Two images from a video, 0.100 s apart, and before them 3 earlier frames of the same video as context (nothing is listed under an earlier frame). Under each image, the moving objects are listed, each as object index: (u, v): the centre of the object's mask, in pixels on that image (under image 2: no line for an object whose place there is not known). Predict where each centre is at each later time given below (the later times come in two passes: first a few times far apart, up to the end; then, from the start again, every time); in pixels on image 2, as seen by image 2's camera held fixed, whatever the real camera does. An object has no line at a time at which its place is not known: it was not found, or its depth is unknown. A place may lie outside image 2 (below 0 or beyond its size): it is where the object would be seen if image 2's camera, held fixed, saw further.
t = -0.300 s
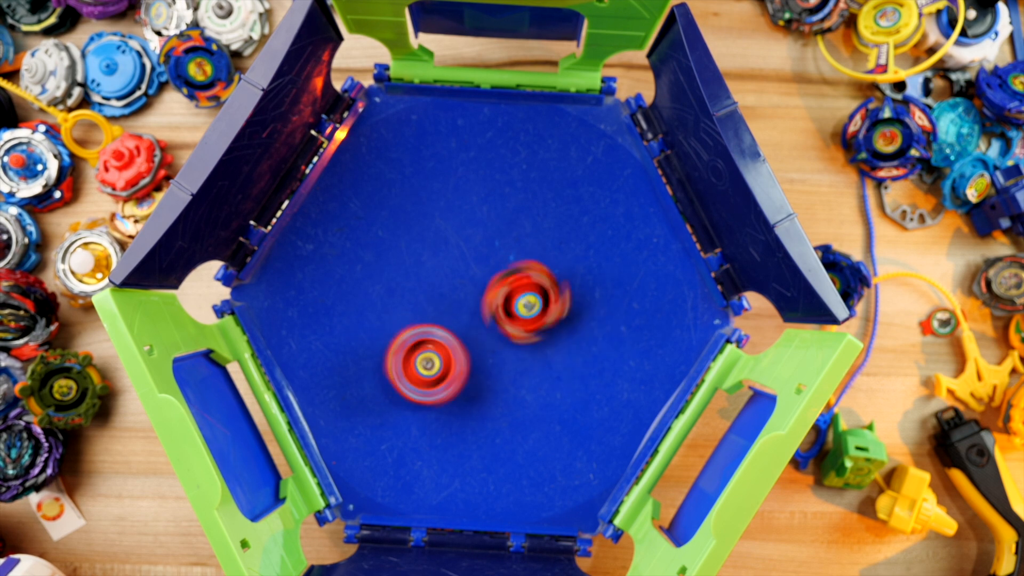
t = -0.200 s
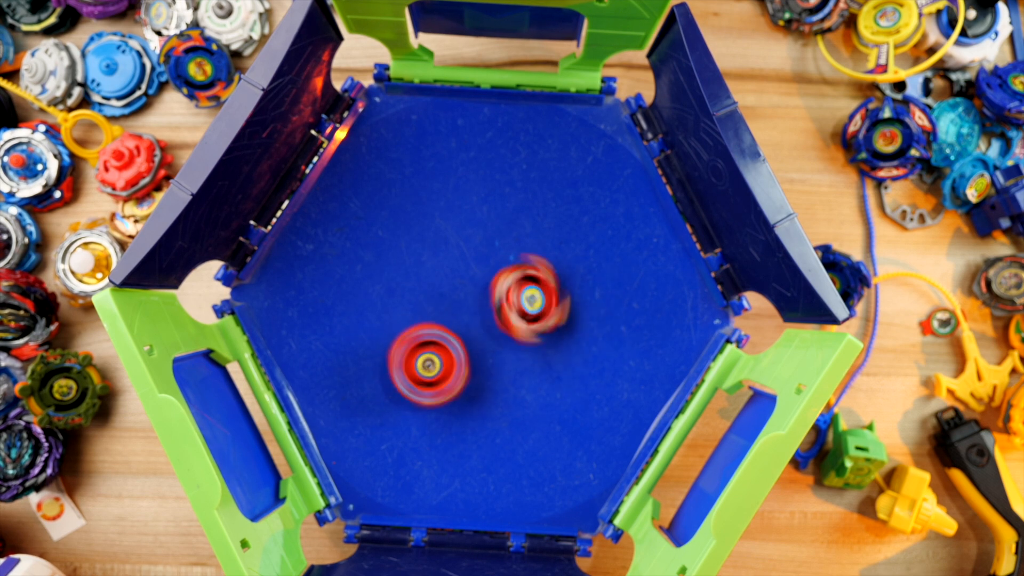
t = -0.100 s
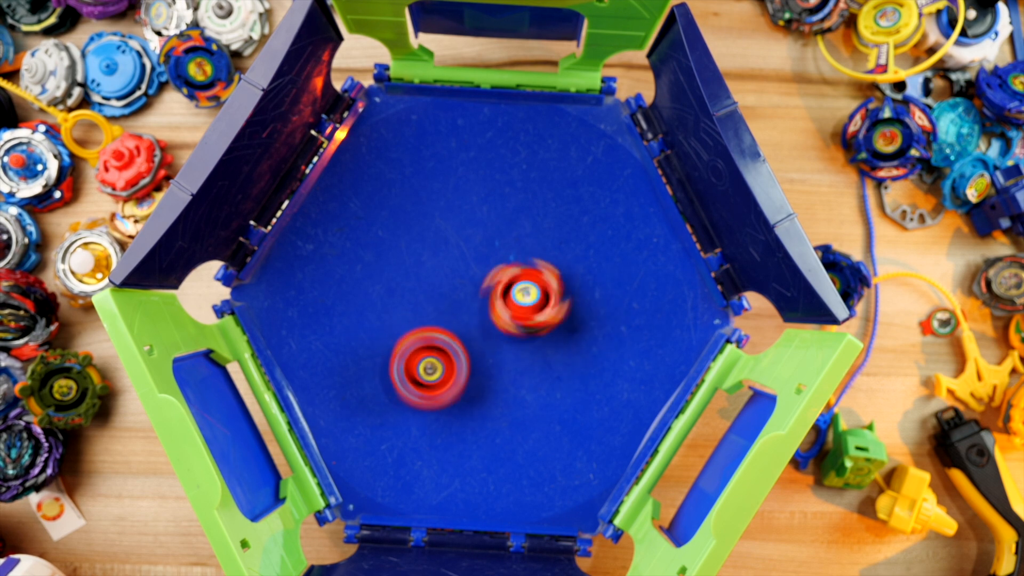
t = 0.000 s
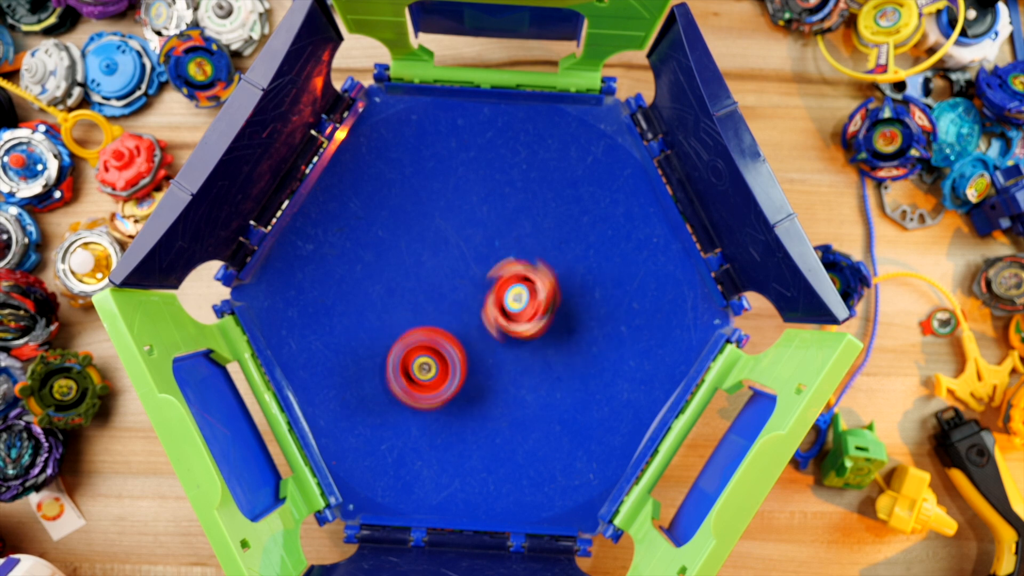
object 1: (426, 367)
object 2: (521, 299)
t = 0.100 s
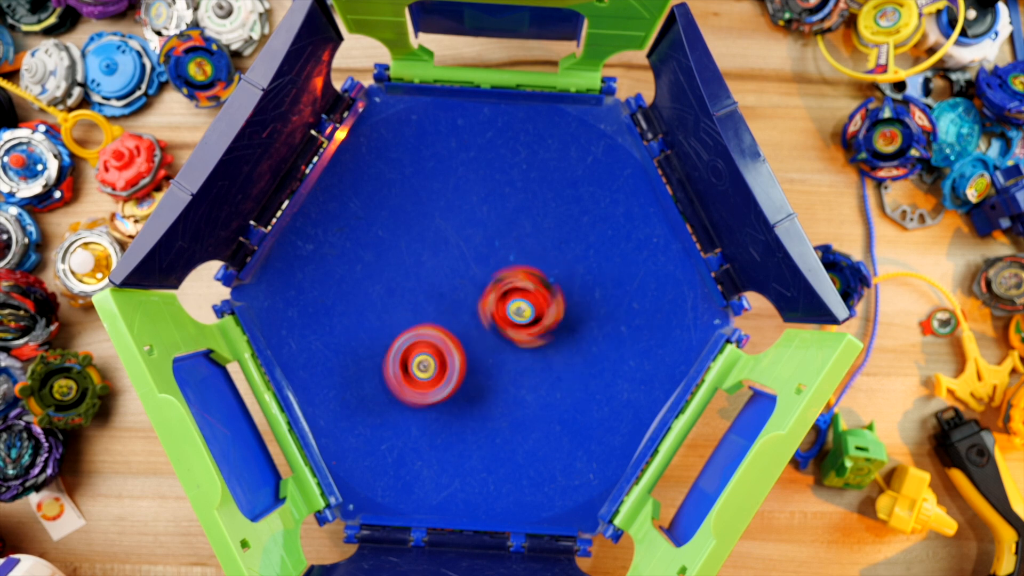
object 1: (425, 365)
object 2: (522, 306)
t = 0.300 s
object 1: (430, 362)
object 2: (528, 300)
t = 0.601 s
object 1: (431, 361)
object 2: (517, 311)
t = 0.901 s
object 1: (433, 362)
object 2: (516, 300)
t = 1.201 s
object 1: (433, 349)
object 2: (507, 319)
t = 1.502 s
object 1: (399, 322)
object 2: (507, 320)
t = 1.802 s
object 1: (392, 262)
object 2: (507, 320)
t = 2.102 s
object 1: (478, 246)
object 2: (508, 322)
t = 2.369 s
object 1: (584, 222)
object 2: (478, 392)
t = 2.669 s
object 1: (550, 239)
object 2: (474, 388)
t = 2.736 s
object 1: (538, 243)
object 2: (471, 389)
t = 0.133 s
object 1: (425, 364)
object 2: (524, 307)
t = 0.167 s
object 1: (425, 363)
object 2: (525, 306)
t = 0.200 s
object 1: (426, 362)
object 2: (526, 306)
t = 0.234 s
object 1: (427, 361)
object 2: (526, 304)
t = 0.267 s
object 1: (429, 361)
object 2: (528, 302)
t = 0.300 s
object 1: (430, 362)
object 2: (528, 300)
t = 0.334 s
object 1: (431, 362)
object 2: (526, 299)
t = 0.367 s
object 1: (431, 363)
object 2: (524, 299)
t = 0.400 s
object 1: (432, 364)
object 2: (522, 299)
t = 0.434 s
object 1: (431, 364)
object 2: (519, 298)
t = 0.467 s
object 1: (431, 364)
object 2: (517, 300)
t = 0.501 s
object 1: (430, 363)
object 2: (515, 303)
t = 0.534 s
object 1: (431, 362)
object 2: (515, 307)
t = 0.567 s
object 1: (430, 361)
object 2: (515, 309)
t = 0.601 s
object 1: (431, 361)
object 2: (517, 311)
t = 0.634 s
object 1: (430, 359)
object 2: (517, 310)
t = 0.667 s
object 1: (431, 359)
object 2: (520, 311)
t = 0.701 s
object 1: (432, 357)
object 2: (523, 310)
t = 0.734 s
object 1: (433, 357)
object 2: (524, 308)
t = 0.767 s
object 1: (434, 358)
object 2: (525, 305)
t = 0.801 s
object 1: (435, 360)
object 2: (526, 303)
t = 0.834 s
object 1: (435, 360)
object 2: (524, 301)
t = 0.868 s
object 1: (434, 362)
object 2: (520, 300)
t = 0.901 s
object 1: (433, 362)
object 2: (516, 300)
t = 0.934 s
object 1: (431, 362)
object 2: (513, 301)
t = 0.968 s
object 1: (429, 360)
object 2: (511, 302)
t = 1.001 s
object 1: (428, 359)
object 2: (509, 302)
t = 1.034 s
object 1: (428, 356)
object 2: (507, 304)
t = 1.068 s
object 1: (428, 355)
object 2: (506, 307)
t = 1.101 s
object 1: (429, 353)
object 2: (506, 312)
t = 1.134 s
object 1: (430, 352)
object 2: (507, 317)
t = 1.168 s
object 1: (432, 350)
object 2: (507, 319)
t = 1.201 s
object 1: (433, 349)
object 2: (507, 319)
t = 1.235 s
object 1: (434, 349)
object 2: (507, 319)
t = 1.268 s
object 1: (435, 347)
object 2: (507, 320)
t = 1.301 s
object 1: (435, 346)
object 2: (508, 320)
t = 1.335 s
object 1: (433, 344)
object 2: (507, 320)
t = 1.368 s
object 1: (429, 342)
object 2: (507, 320)
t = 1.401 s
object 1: (422, 338)
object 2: (507, 320)
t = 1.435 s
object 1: (415, 334)
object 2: (507, 320)
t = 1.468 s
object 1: (407, 329)
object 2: (507, 320)
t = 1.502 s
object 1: (399, 322)
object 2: (507, 320)
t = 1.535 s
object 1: (391, 315)
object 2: (507, 320)
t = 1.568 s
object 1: (386, 308)
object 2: (507, 320)
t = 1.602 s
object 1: (383, 301)
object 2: (507, 320)
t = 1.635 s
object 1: (381, 293)
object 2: (507, 320)
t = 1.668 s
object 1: (380, 287)
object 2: (507, 320)
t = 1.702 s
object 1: (381, 280)
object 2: (507, 320)
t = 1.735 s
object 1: (384, 274)
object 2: (507, 320)
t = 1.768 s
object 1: (388, 267)
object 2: (507, 320)
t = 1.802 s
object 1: (392, 262)
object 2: (507, 320)
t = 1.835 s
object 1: (399, 257)
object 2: (507, 320)
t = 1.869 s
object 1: (407, 251)
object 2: (507, 320)
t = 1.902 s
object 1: (416, 247)
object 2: (507, 320)
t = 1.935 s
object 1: (426, 245)
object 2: (507, 320)
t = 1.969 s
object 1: (436, 243)
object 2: (507, 320)
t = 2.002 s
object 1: (447, 242)
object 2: (507, 320)
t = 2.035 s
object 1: (457, 242)
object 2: (507, 320)
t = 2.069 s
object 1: (467, 243)
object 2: (507, 320)
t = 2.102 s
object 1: (478, 246)
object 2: (508, 322)
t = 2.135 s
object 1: (491, 246)
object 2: (508, 329)
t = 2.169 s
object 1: (504, 251)
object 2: (507, 332)
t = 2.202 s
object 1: (521, 247)
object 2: (501, 342)
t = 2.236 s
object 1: (539, 237)
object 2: (492, 359)
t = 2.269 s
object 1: (554, 230)
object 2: (486, 373)
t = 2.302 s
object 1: (568, 225)
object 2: (481, 383)
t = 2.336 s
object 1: (578, 221)
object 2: (478, 390)
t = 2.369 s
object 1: (584, 222)
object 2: (478, 392)
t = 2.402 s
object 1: (587, 222)
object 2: (479, 392)
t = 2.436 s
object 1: (587, 222)
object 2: (480, 391)
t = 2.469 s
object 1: (584, 222)
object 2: (481, 390)
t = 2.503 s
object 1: (582, 225)
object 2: (482, 390)
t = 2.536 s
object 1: (577, 227)
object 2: (482, 390)
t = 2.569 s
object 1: (571, 231)
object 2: (481, 389)
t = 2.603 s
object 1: (565, 234)
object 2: (479, 388)
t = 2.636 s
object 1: (557, 236)
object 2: (476, 388)
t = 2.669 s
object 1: (550, 239)
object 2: (474, 388)
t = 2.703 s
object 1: (544, 239)
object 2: (472, 389)
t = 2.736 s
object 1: (538, 243)
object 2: (471, 389)
